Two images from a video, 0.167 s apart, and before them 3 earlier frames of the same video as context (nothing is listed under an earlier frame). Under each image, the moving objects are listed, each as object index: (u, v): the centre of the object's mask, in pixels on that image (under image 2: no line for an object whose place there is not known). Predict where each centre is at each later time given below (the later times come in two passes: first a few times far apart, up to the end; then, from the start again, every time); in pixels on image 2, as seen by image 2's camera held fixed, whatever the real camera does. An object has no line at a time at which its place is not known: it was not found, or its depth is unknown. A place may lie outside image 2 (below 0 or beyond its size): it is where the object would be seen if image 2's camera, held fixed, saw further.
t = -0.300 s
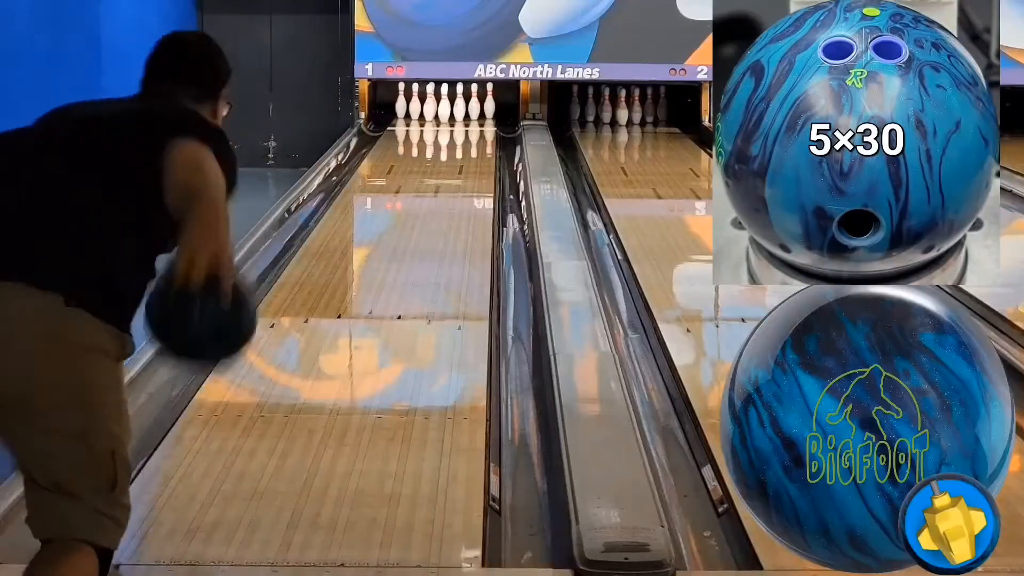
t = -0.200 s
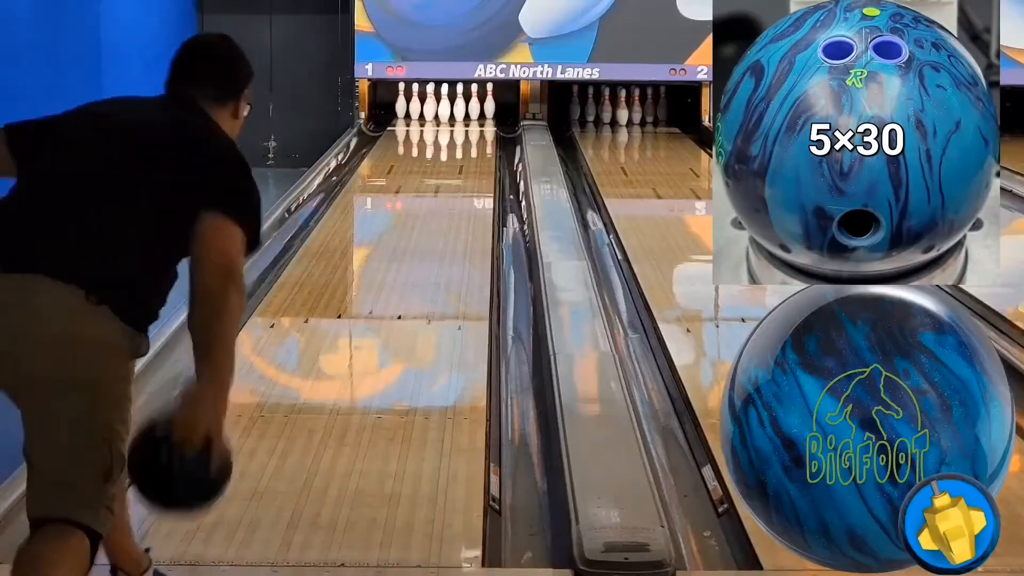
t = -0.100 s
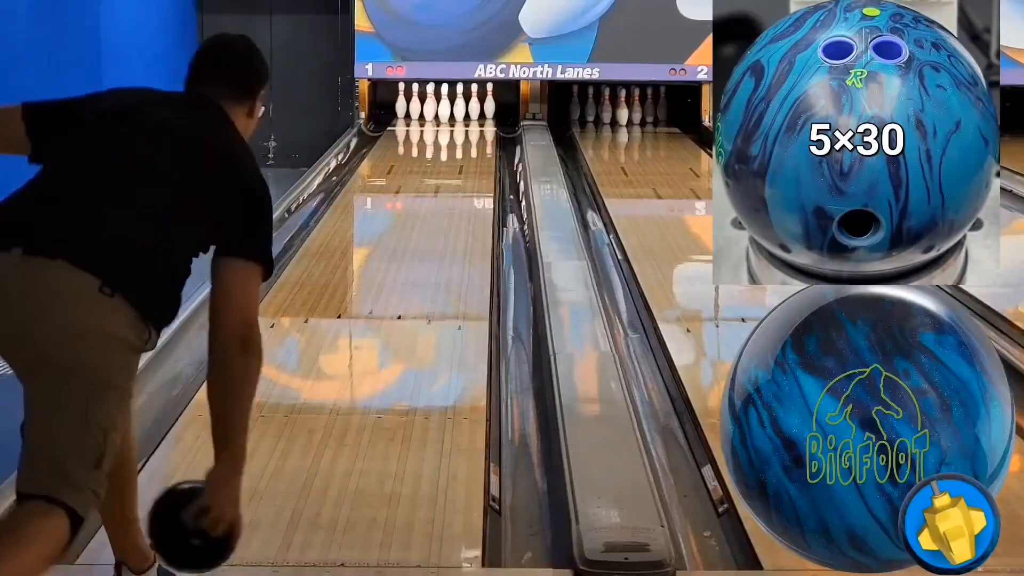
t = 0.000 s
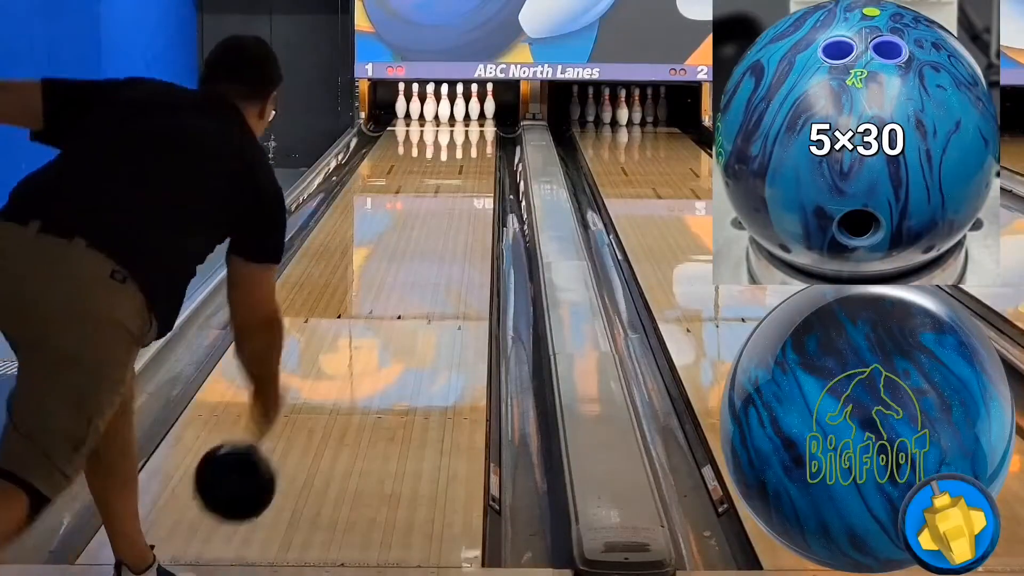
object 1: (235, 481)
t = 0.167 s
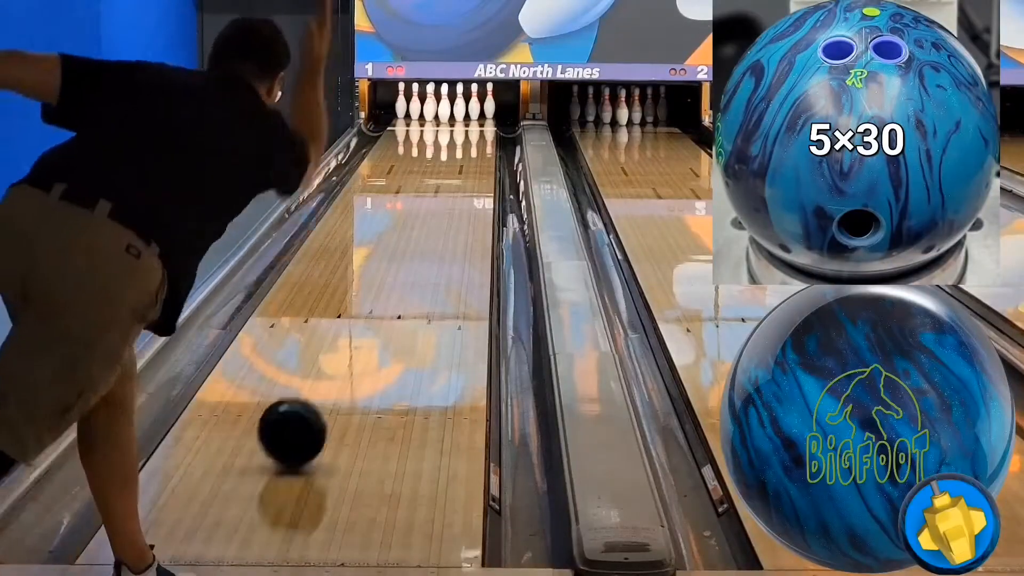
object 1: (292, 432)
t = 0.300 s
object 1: (326, 383)
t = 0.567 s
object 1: (374, 306)
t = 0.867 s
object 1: (410, 250)
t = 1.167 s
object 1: (434, 210)
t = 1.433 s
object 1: (450, 183)
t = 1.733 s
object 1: (462, 160)
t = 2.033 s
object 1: (469, 141)
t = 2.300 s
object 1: (468, 129)
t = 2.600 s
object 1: (459, 118)
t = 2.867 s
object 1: (453, 111)
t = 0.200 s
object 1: (301, 419)
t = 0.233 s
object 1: (310, 407)
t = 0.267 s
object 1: (318, 395)
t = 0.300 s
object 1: (326, 383)
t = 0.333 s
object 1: (333, 371)
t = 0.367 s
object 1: (340, 360)
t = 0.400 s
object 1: (346, 350)
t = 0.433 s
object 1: (353, 340)
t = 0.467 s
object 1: (358, 331)
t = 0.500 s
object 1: (364, 323)
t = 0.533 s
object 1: (369, 314)
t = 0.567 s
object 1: (374, 306)
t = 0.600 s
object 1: (379, 298)
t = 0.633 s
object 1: (383, 292)
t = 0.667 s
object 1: (388, 285)
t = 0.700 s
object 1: (392, 278)
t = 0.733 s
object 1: (396, 272)
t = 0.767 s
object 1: (399, 267)
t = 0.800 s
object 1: (403, 261)
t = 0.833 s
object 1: (406, 256)
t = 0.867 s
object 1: (410, 250)
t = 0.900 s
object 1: (413, 245)
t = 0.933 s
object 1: (416, 240)
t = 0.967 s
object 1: (419, 235)
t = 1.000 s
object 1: (422, 231)
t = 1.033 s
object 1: (424, 227)
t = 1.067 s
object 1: (427, 222)
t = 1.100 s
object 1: (430, 218)
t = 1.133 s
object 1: (432, 214)
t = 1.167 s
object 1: (434, 210)
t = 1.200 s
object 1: (436, 206)
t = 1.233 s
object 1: (439, 203)
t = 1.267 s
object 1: (441, 199)
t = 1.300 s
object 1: (443, 196)
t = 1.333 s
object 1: (445, 193)
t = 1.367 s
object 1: (446, 190)
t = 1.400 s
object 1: (448, 186)
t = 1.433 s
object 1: (450, 183)
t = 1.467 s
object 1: (451, 181)
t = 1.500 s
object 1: (453, 178)
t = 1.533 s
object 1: (455, 175)
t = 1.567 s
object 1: (456, 172)
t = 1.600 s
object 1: (457, 170)
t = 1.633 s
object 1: (459, 167)
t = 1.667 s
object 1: (460, 165)
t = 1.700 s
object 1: (461, 162)
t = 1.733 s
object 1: (462, 160)
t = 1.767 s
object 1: (463, 157)
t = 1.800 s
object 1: (464, 155)
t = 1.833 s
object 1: (465, 153)
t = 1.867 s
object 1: (466, 151)
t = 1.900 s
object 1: (467, 149)
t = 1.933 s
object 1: (467, 147)
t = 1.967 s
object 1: (468, 145)
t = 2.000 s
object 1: (468, 143)
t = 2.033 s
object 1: (469, 141)
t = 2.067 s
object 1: (469, 140)
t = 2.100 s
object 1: (469, 138)
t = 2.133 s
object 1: (469, 136)
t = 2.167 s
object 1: (469, 134)
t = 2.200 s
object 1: (469, 133)
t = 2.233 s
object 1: (469, 131)
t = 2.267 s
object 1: (468, 130)
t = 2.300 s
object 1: (468, 129)
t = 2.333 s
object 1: (467, 127)
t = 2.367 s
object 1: (466, 126)
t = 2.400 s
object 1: (466, 124)
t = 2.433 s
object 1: (465, 123)
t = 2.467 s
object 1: (464, 122)
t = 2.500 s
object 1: (462, 120)
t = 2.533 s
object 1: (461, 119)
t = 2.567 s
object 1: (460, 119)
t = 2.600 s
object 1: (459, 118)
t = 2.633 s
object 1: (456, 116)
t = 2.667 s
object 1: (455, 115)
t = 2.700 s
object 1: (454, 114)
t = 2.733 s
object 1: (453, 114)
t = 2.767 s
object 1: (454, 112)
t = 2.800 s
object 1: (454, 112)
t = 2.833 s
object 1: (453, 111)
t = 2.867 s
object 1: (453, 111)
